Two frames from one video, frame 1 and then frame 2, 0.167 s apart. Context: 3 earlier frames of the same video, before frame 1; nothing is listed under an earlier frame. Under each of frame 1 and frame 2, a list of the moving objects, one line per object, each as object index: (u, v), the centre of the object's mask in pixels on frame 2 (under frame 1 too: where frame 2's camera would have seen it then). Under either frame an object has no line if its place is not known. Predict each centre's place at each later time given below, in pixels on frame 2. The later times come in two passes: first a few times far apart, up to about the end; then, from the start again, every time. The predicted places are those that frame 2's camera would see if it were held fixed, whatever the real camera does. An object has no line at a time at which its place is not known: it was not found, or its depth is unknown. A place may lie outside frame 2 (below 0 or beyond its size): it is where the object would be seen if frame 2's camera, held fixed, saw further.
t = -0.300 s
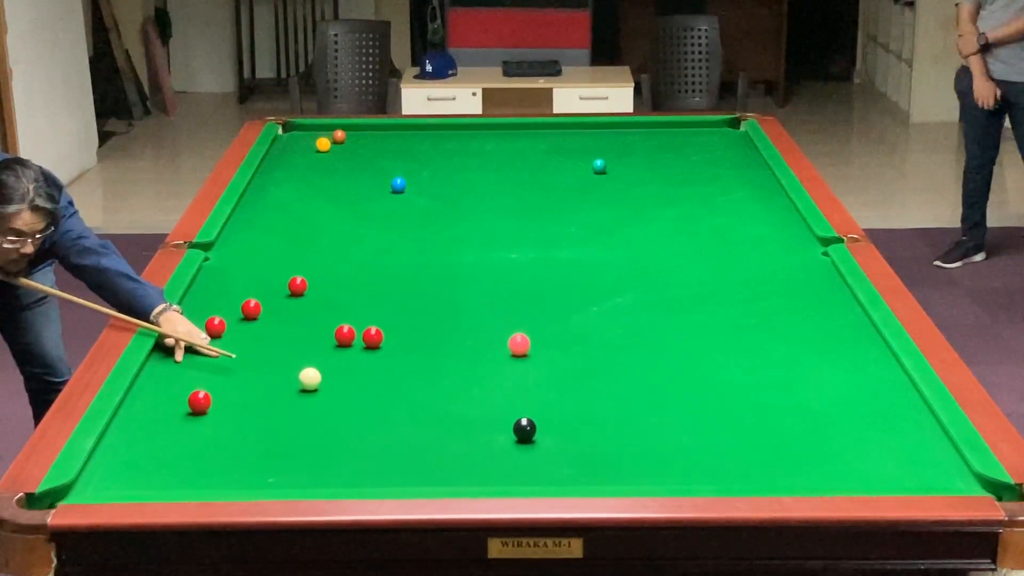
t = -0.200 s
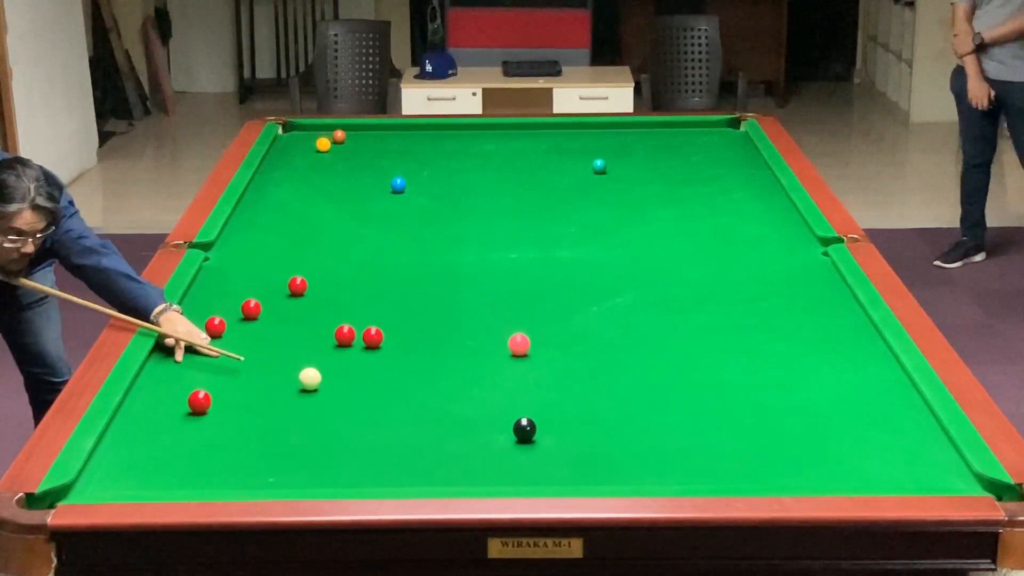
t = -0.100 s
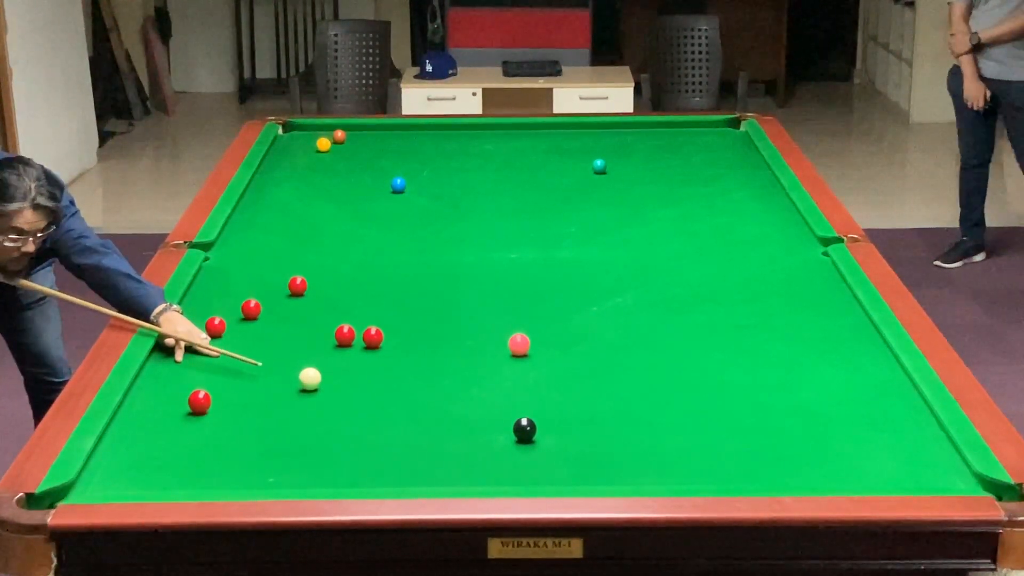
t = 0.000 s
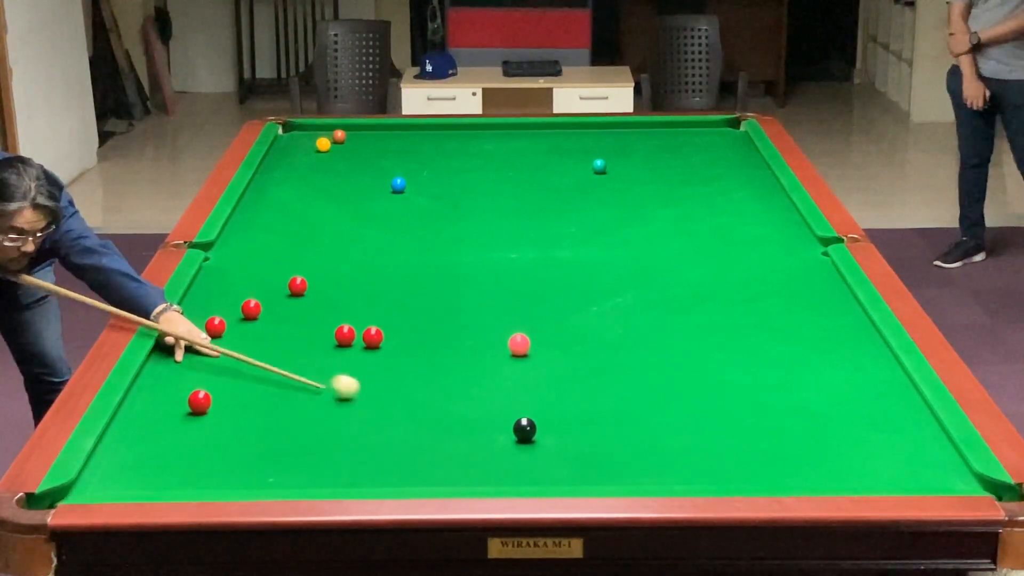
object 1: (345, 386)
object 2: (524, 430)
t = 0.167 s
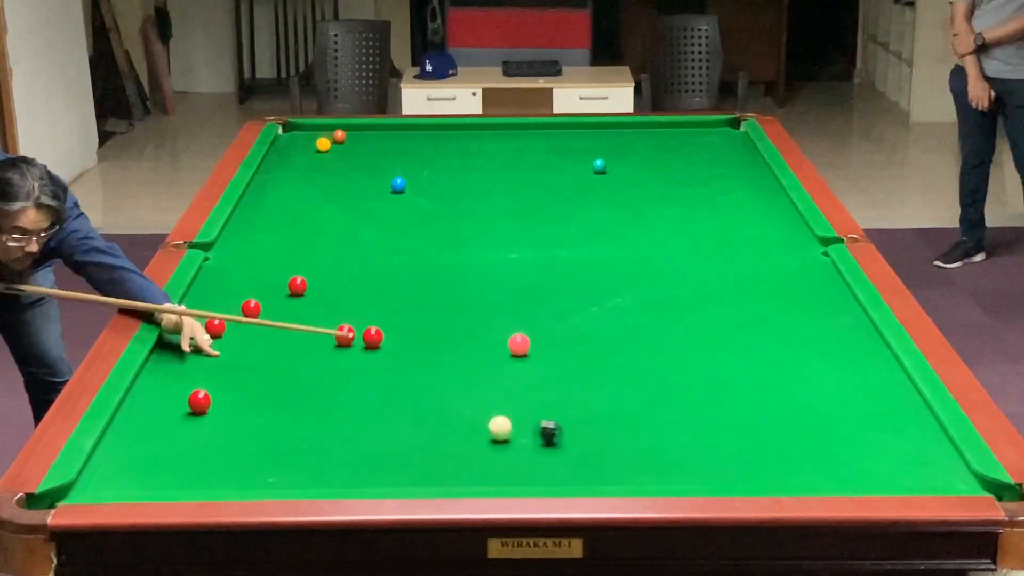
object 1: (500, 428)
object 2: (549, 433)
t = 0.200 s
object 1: (497, 432)
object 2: (587, 438)
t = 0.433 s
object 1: (471, 451)
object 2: (836, 469)
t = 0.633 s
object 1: (449, 467)
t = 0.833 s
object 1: (426, 478)
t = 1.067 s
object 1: (398, 478)
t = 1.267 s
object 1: (376, 473)
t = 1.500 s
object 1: (351, 463)
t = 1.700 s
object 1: (332, 455)
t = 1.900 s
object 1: (314, 448)
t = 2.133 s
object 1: (295, 440)
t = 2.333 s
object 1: (279, 434)
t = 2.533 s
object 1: (265, 429)
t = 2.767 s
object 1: (250, 423)
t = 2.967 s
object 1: (239, 420)
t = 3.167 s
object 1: (228, 416)
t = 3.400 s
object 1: (217, 412)
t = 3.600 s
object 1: (209, 410)
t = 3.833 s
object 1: (204, 409)
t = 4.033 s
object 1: (202, 409)
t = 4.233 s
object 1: (201, 409)
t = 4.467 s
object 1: (202, 409)
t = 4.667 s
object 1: (202, 409)
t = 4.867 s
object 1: (202, 409)
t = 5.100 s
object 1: (202, 409)
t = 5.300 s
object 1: (202, 409)
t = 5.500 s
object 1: (202, 409)
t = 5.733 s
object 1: (202, 409)
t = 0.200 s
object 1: (497, 432)
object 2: (587, 438)
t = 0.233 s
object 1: (494, 435)
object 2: (623, 442)
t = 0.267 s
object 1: (489, 438)
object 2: (663, 448)
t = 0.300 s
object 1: (486, 440)
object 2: (698, 452)
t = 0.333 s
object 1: (482, 443)
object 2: (733, 457)
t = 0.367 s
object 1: (478, 445)
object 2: (770, 461)
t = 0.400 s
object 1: (475, 448)
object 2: (803, 466)
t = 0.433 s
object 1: (471, 451)
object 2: (836, 469)
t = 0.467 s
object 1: (467, 454)
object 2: (869, 472)
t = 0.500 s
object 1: (464, 456)
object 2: (901, 475)
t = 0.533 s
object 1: (460, 459)
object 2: (933, 477)
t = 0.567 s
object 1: (456, 461)
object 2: (967, 482)
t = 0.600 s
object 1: (452, 464)
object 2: (996, 490)
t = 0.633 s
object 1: (449, 467)
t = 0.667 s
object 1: (445, 469)
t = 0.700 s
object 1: (441, 472)
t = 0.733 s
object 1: (437, 474)
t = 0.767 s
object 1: (434, 476)
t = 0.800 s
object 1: (430, 477)
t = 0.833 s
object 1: (426, 478)
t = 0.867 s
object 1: (422, 480)
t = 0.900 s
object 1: (418, 482)
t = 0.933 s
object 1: (414, 483)
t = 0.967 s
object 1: (410, 481)
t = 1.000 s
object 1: (406, 480)
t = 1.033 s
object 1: (403, 479)
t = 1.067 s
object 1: (398, 478)
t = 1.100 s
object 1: (395, 478)
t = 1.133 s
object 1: (391, 476)
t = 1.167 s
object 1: (387, 476)
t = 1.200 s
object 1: (383, 475)
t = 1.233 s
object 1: (379, 474)
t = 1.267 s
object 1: (376, 473)
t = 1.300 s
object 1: (372, 471)
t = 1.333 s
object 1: (368, 470)
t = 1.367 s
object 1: (365, 469)
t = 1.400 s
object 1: (362, 467)
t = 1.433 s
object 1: (358, 466)
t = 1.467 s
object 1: (354, 465)
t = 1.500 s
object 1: (351, 463)
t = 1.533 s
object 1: (348, 462)
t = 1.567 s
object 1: (345, 460)
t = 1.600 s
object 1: (341, 459)
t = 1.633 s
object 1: (338, 458)
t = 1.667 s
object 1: (335, 457)
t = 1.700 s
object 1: (332, 455)
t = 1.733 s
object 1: (329, 454)
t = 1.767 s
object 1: (326, 453)
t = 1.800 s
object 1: (323, 452)
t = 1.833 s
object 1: (320, 450)
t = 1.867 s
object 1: (317, 449)
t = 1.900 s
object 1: (314, 448)
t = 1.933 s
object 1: (311, 447)
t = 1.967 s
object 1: (308, 445)
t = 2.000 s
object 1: (306, 444)
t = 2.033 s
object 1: (303, 444)
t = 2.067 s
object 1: (300, 443)
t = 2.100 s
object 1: (297, 441)
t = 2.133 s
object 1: (295, 440)
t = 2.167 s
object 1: (292, 439)
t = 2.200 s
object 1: (289, 438)
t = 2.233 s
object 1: (287, 438)
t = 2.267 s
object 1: (284, 436)
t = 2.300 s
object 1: (282, 435)
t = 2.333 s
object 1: (279, 434)
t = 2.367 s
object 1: (277, 434)
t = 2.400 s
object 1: (274, 433)
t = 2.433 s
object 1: (272, 432)
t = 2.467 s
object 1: (270, 431)
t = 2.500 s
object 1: (268, 430)
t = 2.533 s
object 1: (265, 429)
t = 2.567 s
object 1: (263, 428)
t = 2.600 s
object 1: (261, 428)
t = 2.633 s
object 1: (259, 427)
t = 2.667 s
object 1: (257, 426)
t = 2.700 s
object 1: (254, 425)
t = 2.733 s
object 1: (252, 424)
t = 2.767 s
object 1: (250, 423)
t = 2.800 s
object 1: (248, 423)
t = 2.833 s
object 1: (247, 422)
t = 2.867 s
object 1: (244, 422)
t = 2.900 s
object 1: (242, 421)
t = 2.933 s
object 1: (241, 420)
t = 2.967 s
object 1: (239, 420)
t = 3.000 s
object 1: (237, 419)
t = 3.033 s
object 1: (235, 418)
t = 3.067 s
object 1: (233, 418)
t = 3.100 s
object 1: (231, 417)
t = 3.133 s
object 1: (230, 416)
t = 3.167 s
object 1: (228, 416)
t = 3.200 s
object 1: (226, 416)
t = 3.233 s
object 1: (225, 415)
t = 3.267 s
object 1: (223, 414)
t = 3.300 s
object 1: (222, 413)
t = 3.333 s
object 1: (220, 413)
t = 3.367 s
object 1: (218, 413)
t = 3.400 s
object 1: (217, 412)
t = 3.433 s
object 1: (216, 412)
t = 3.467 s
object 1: (214, 412)
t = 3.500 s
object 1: (213, 411)
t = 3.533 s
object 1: (211, 411)
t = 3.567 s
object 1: (210, 410)
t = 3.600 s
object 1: (209, 410)
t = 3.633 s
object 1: (208, 409)
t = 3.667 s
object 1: (206, 409)
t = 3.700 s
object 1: (206, 409)
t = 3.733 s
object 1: (205, 409)
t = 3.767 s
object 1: (205, 409)
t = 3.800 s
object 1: (204, 409)
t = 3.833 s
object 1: (204, 409)
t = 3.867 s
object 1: (203, 409)
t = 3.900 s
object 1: (203, 409)
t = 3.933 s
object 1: (202, 409)
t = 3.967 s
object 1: (202, 409)
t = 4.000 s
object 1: (202, 409)
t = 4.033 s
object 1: (202, 409)
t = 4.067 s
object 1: (202, 409)
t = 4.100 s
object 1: (201, 409)
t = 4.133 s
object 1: (201, 409)
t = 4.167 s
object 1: (201, 409)
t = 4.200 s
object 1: (201, 409)
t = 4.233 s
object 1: (201, 409)
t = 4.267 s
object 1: (202, 409)
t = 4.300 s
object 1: (202, 409)
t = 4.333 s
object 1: (202, 409)
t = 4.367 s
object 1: (202, 409)
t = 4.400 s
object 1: (202, 409)
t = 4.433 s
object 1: (202, 409)
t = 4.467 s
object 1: (202, 409)
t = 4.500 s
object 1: (202, 409)
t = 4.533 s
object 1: (202, 409)
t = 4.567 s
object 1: (202, 409)
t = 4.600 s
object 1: (202, 409)
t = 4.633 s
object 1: (202, 409)
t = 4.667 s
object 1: (202, 409)
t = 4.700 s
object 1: (202, 409)
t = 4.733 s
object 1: (202, 409)
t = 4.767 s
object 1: (202, 409)
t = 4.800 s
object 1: (202, 409)
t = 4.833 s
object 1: (202, 409)
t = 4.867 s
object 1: (202, 409)
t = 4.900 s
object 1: (202, 409)
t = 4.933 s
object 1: (202, 409)
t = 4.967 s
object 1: (202, 409)
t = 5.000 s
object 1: (202, 409)
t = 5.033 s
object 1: (202, 409)
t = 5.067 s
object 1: (202, 409)
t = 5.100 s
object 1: (202, 409)
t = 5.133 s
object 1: (202, 409)
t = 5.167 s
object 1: (202, 409)
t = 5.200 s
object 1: (202, 409)
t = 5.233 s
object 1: (202, 409)
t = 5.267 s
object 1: (202, 409)
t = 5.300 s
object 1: (202, 409)
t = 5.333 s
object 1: (202, 409)
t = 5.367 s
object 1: (202, 409)
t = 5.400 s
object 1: (202, 409)
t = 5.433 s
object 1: (202, 409)
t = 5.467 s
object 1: (202, 409)
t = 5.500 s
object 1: (202, 409)
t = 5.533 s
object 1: (202, 409)
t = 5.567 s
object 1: (202, 409)
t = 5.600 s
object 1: (202, 409)
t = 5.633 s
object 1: (202, 409)
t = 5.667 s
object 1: (202, 409)
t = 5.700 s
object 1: (202, 409)
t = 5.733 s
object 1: (202, 409)
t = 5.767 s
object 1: (202, 409)
